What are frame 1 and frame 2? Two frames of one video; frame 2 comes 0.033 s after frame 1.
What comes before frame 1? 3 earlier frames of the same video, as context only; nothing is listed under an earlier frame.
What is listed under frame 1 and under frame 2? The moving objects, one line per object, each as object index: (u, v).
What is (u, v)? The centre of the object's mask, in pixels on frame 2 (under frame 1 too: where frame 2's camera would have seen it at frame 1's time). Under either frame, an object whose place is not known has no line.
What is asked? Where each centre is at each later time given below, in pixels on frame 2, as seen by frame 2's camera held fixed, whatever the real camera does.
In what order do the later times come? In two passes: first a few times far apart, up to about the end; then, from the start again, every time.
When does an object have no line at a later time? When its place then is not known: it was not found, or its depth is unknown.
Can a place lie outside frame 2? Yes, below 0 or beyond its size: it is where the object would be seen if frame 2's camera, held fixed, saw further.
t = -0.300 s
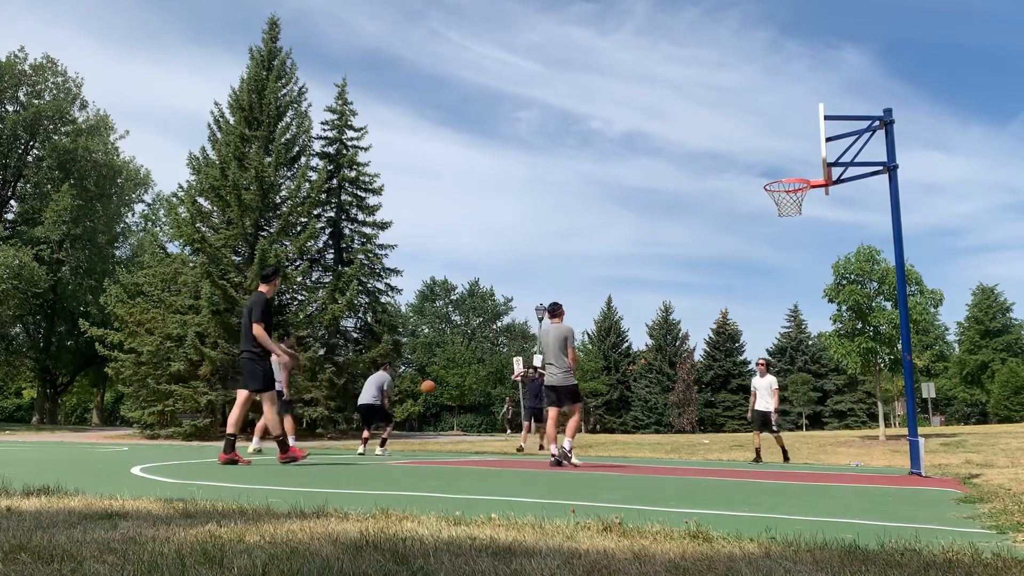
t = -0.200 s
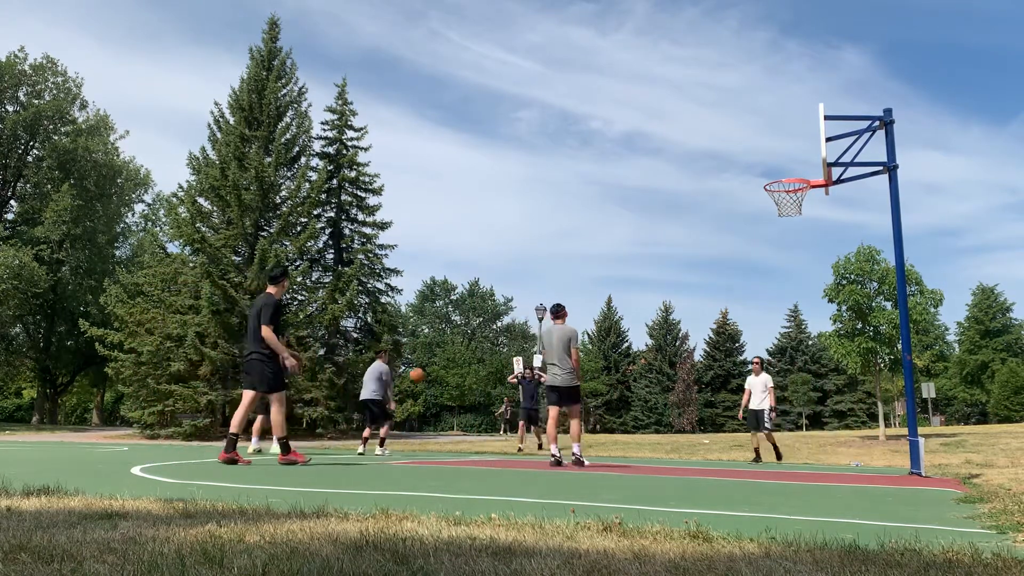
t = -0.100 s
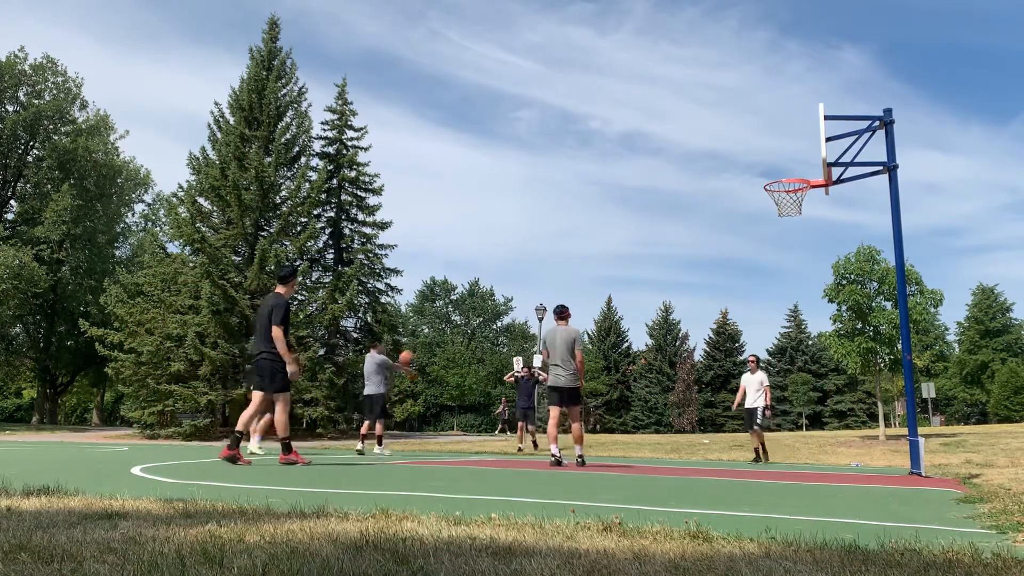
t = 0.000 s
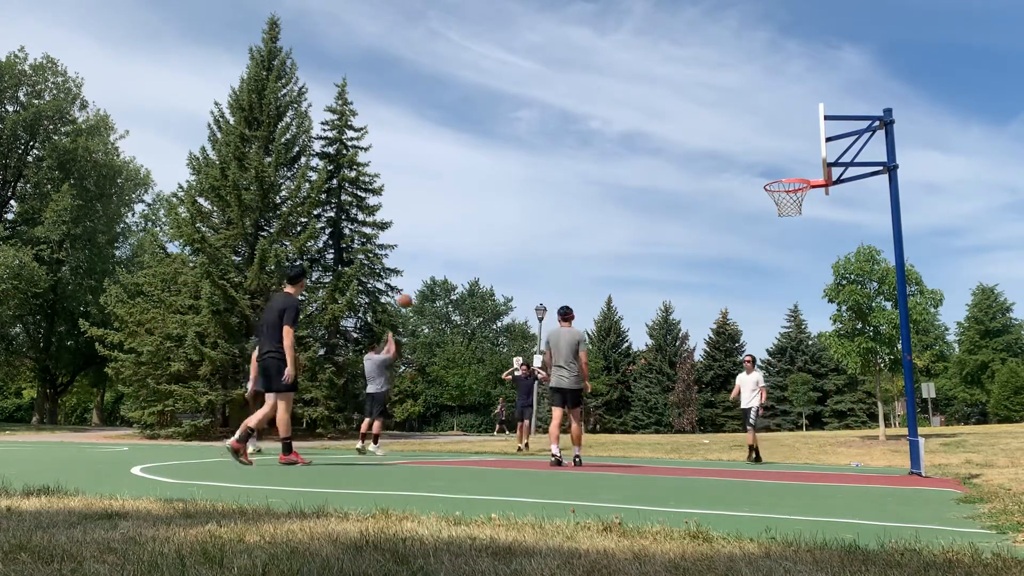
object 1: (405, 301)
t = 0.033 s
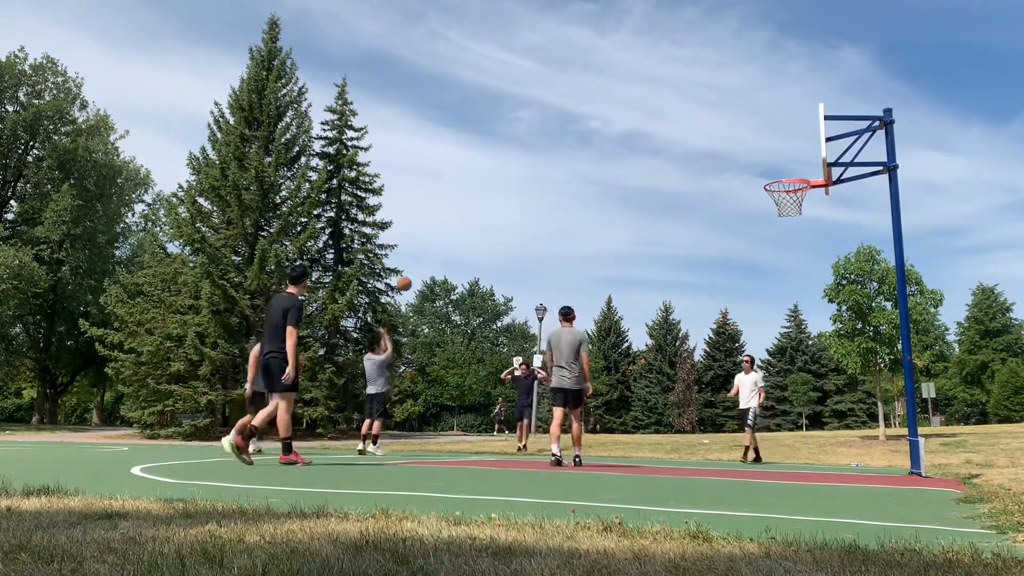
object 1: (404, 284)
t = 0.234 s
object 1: (399, 193)
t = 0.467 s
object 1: (389, 119)
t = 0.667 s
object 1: (380, 81)
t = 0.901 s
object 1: (366, 65)
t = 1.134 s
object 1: (351, 83)
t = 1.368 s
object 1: (333, 133)
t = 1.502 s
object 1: (320, 182)
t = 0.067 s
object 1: (403, 266)
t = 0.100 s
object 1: (402, 250)
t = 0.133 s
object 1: (401, 235)
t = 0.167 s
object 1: (401, 220)
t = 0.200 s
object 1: (399, 206)
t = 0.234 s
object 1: (399, 193)
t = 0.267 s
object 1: (397, 180)
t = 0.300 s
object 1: (396, 169)
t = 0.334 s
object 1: (395, 157)
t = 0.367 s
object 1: (393, 146)
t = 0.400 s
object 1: (392, 137)
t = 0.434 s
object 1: (391, 127)
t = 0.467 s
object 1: (389, 119)
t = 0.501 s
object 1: (388, 111)
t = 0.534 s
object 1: (386, 103)
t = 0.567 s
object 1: (385, 97)
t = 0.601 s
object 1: (383, 91)
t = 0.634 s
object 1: (382, 85)
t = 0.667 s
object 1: (380, 81)
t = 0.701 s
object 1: (378, 76)
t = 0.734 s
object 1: (376, 73)
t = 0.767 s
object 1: (374, 70)
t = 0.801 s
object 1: (372, 68)
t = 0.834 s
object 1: (370, 66)
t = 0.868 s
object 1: (368, 66)
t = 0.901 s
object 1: (366, 65)
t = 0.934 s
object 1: (364, 66)
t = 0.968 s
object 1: (362, 67)
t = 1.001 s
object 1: (360, 69)
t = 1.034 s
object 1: (358, 71)
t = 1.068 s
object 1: (356, 75)
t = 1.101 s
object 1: (353, 78)
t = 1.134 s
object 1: (351, 83)
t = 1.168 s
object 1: (349, 88)
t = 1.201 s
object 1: (347, 94)
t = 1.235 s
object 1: (344, 101)
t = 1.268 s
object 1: (341, 108)
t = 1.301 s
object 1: (337, 117)
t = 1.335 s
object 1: (335, 126)
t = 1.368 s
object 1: (333, 133)
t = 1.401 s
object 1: (330, 146)
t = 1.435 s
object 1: (326, 157)
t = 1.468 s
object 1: (324, 170)
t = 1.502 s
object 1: (320, 182)
